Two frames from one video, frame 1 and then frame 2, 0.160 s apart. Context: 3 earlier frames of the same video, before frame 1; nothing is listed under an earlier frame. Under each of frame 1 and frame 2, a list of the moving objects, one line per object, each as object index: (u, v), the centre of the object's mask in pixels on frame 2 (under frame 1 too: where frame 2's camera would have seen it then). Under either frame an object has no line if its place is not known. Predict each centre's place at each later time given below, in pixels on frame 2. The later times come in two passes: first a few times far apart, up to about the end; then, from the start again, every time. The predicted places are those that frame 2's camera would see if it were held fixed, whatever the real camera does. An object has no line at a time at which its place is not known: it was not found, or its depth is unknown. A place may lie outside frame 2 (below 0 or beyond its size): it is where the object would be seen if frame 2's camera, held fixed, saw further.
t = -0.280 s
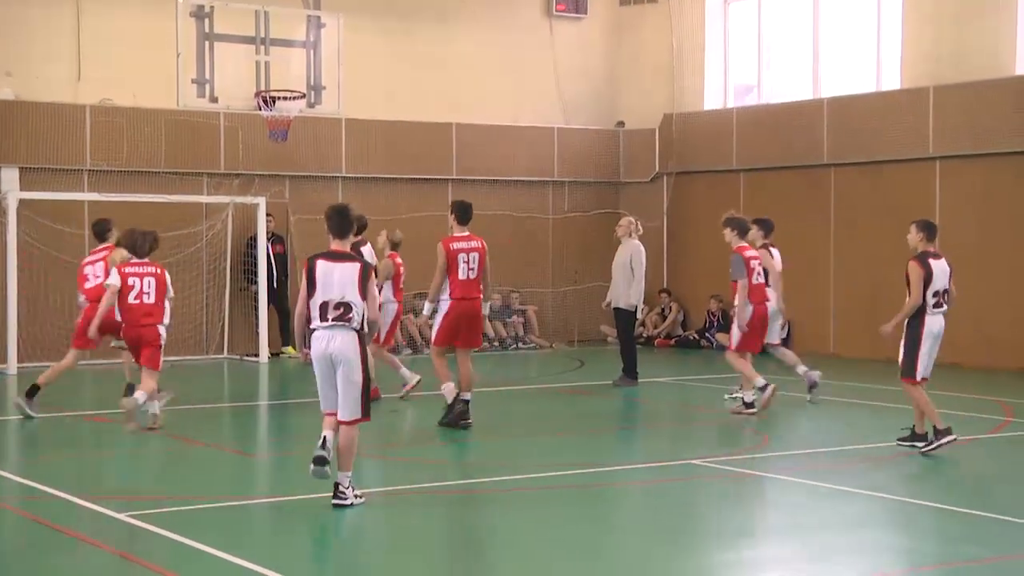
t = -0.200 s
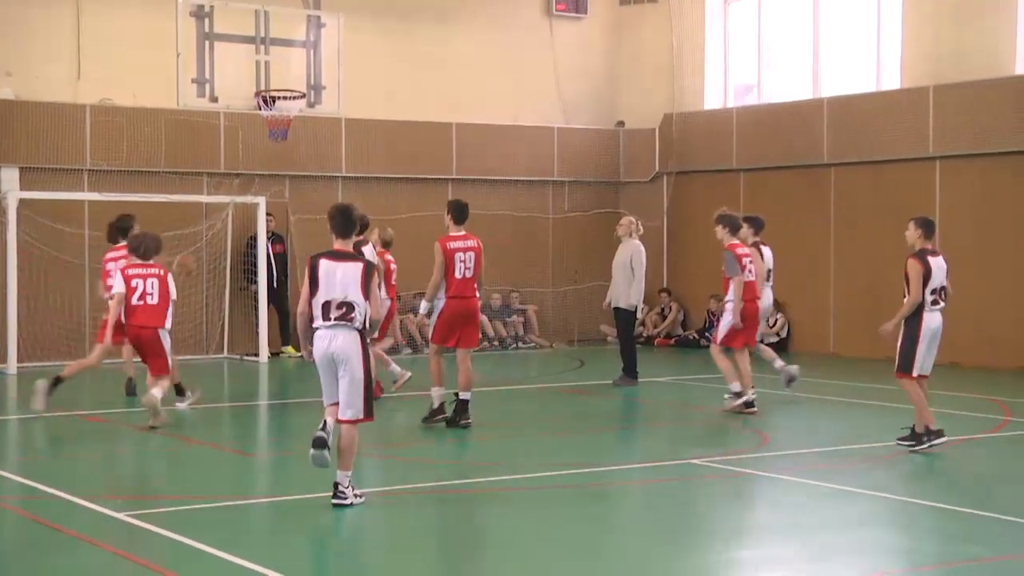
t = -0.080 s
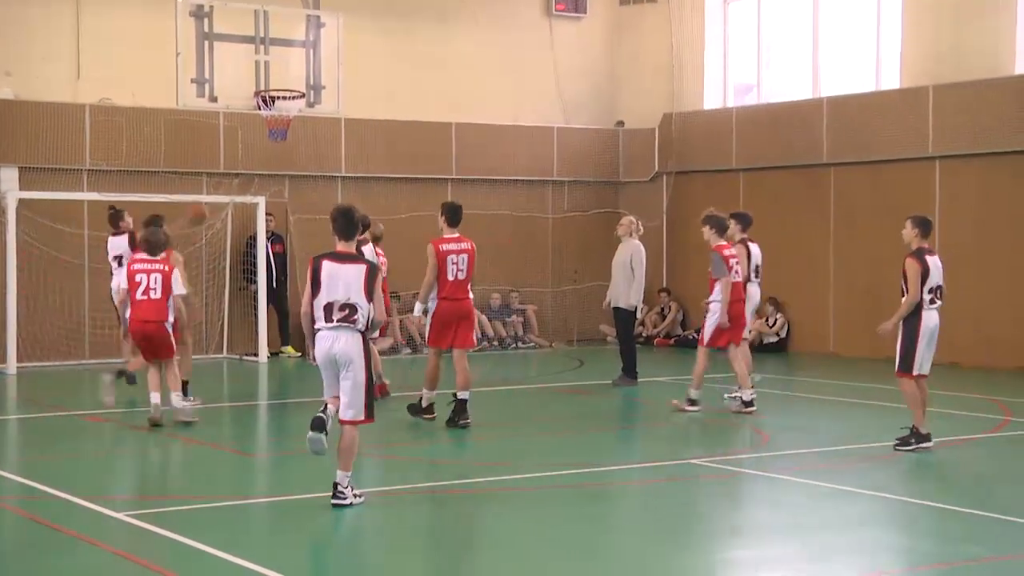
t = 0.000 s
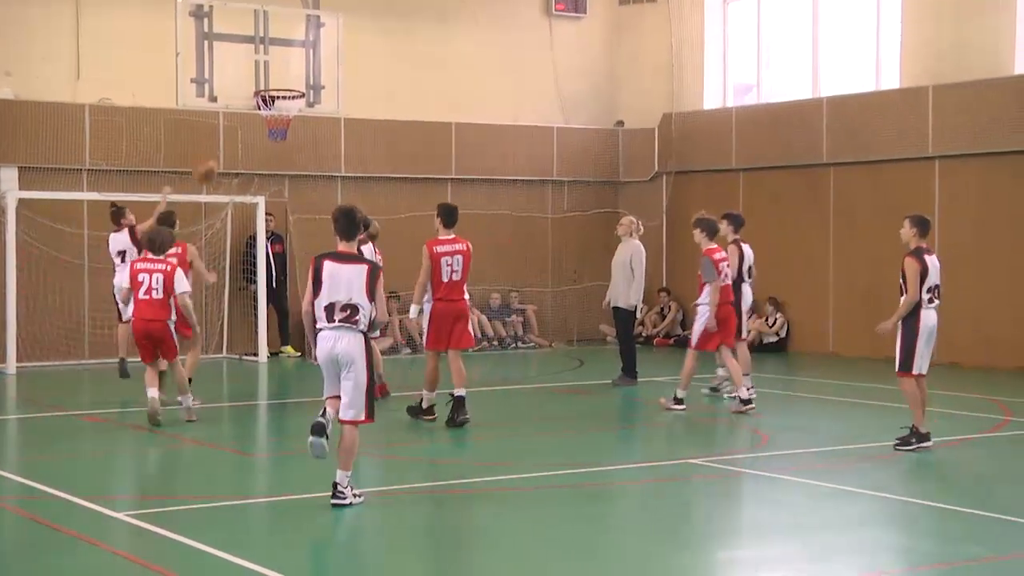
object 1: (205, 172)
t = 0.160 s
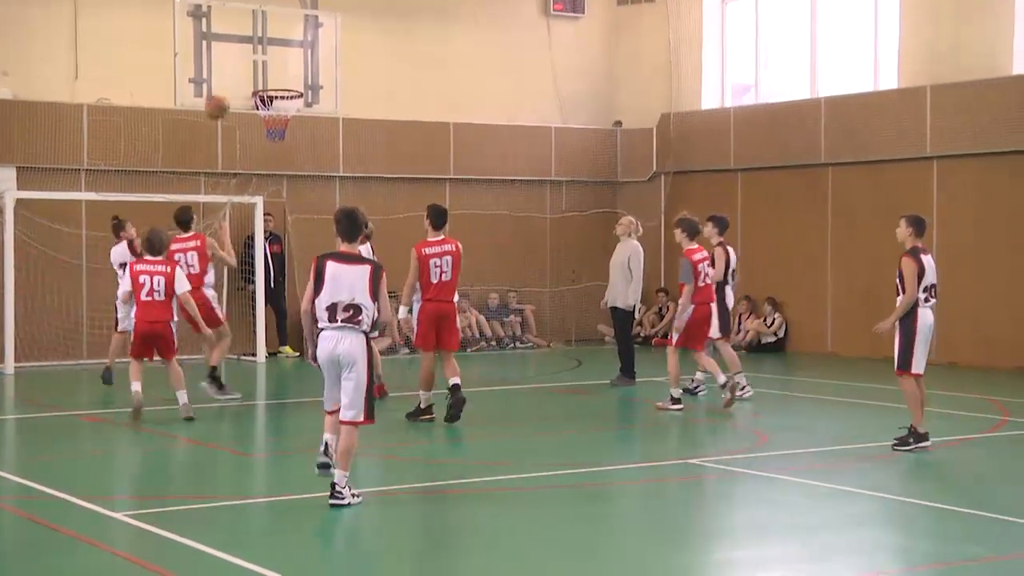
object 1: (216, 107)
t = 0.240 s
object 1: (223, 85)
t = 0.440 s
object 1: (241, 57)
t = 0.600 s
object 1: (255, 63)
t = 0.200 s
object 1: (219, 95)
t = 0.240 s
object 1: (223, 85)
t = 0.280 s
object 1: (227, 76)
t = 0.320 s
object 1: (230, 69)
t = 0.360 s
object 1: (234, 63)
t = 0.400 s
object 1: (237, 59)
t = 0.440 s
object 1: (241, 57)
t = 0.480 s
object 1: (244, 56)
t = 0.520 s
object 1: (247, 57)
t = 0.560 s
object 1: (251, 59)
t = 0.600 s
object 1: (255, 63)
